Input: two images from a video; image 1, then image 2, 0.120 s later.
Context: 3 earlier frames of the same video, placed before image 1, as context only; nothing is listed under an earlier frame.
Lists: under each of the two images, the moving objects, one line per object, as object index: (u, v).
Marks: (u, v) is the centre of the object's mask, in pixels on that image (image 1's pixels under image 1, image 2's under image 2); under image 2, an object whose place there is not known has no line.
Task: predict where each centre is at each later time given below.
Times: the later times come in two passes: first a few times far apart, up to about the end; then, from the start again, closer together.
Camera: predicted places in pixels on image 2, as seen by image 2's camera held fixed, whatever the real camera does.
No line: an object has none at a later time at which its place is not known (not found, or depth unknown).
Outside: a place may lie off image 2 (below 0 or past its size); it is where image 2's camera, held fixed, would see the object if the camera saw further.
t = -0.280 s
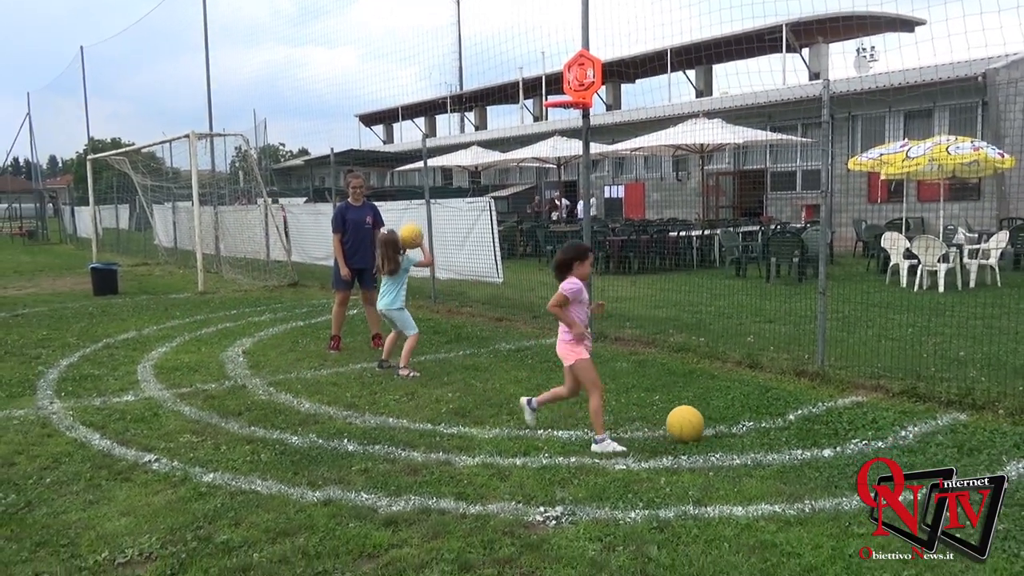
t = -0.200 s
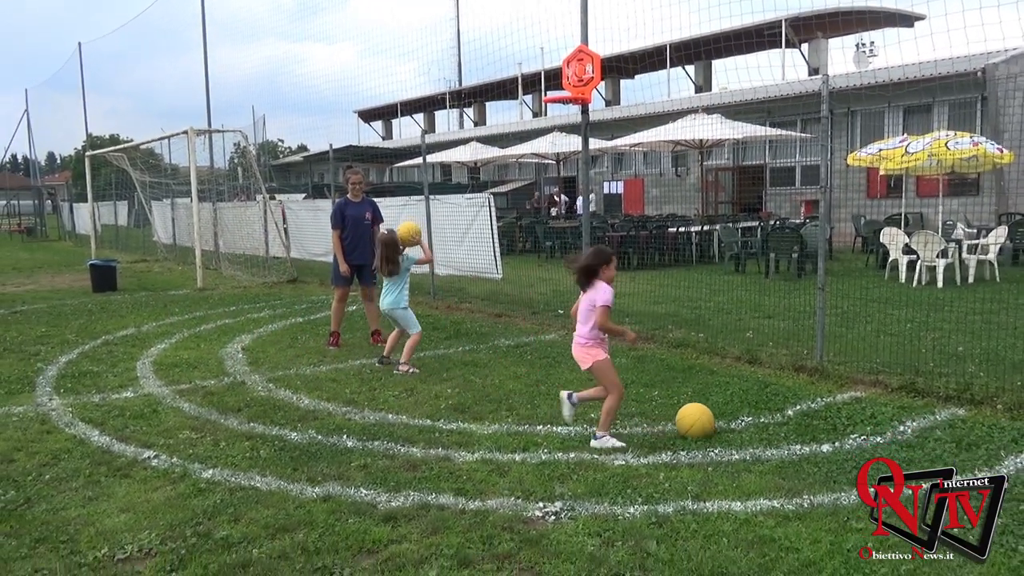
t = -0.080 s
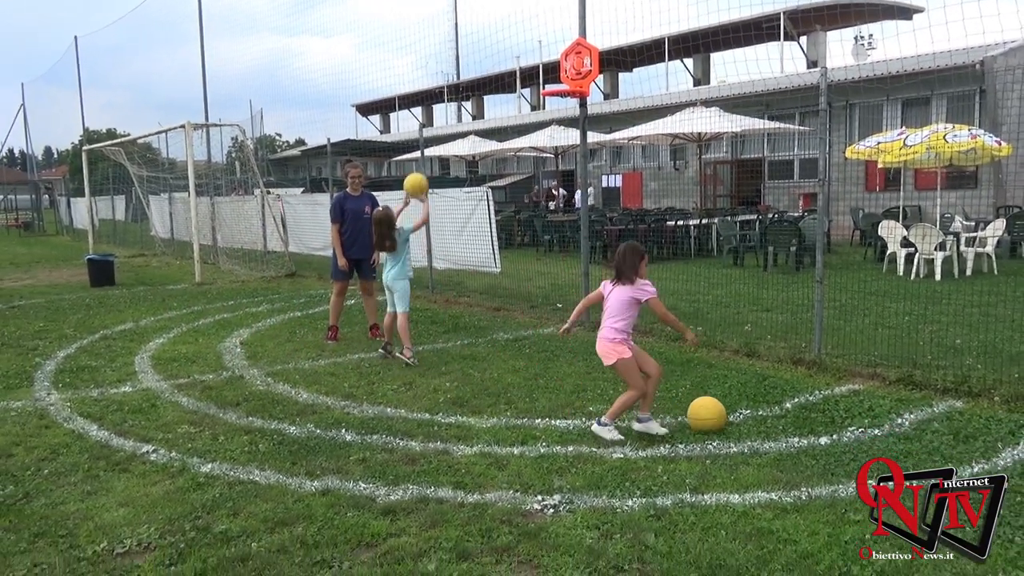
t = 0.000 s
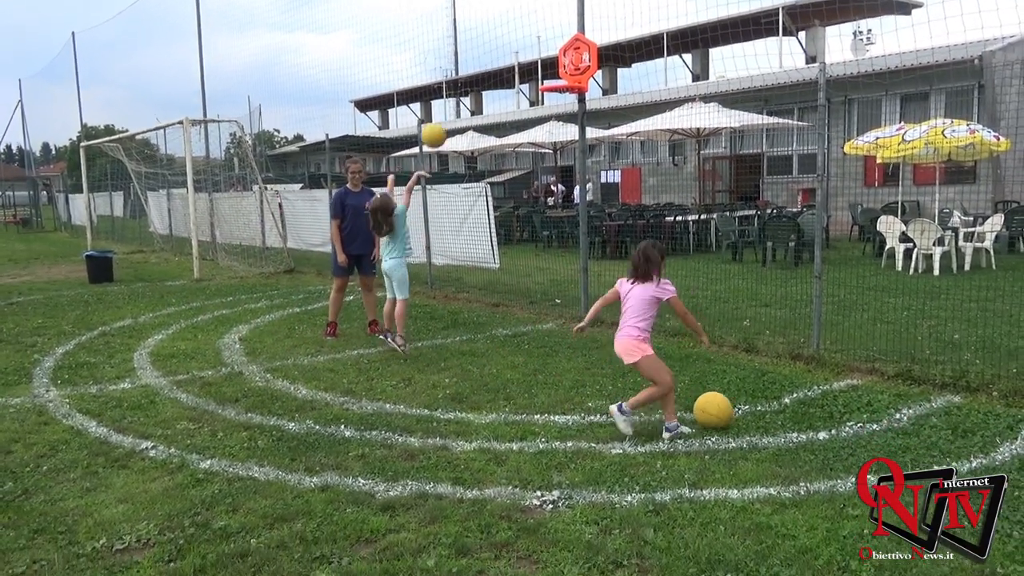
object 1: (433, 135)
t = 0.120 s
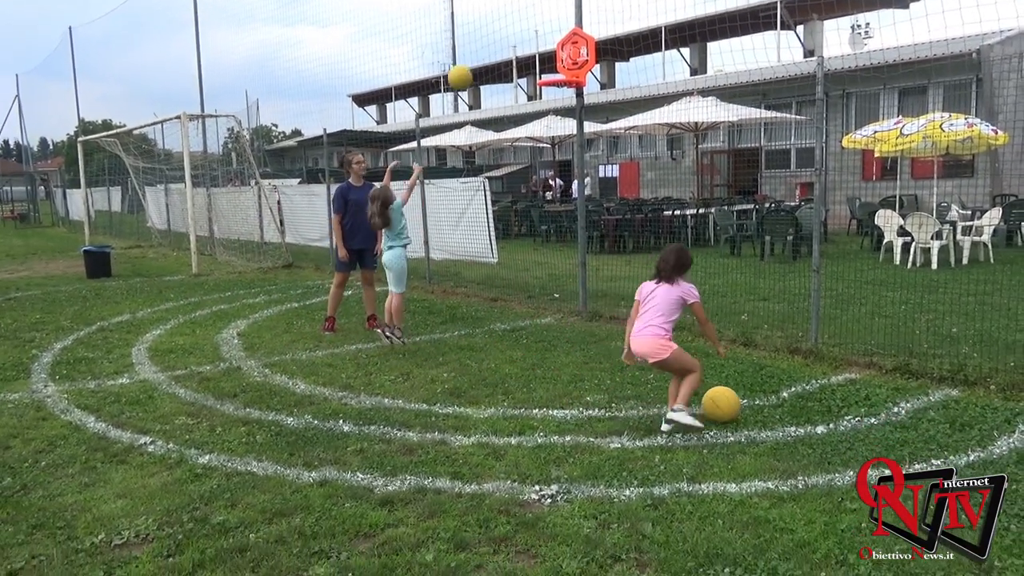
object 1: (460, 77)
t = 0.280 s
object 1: (496, 37)
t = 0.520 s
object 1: (545, 32)
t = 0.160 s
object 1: (469, 65)
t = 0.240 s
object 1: (487, 44)
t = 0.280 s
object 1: (496, 37)
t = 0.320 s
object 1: (504, 32)
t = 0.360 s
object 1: (513, 28)
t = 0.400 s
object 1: (521, 27)
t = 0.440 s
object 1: (529, 27)
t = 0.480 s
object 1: (537, 29)
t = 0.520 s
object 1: (545, 32)
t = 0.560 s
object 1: (553, 38)
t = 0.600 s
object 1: (560, 44)
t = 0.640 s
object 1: (568, 52)
